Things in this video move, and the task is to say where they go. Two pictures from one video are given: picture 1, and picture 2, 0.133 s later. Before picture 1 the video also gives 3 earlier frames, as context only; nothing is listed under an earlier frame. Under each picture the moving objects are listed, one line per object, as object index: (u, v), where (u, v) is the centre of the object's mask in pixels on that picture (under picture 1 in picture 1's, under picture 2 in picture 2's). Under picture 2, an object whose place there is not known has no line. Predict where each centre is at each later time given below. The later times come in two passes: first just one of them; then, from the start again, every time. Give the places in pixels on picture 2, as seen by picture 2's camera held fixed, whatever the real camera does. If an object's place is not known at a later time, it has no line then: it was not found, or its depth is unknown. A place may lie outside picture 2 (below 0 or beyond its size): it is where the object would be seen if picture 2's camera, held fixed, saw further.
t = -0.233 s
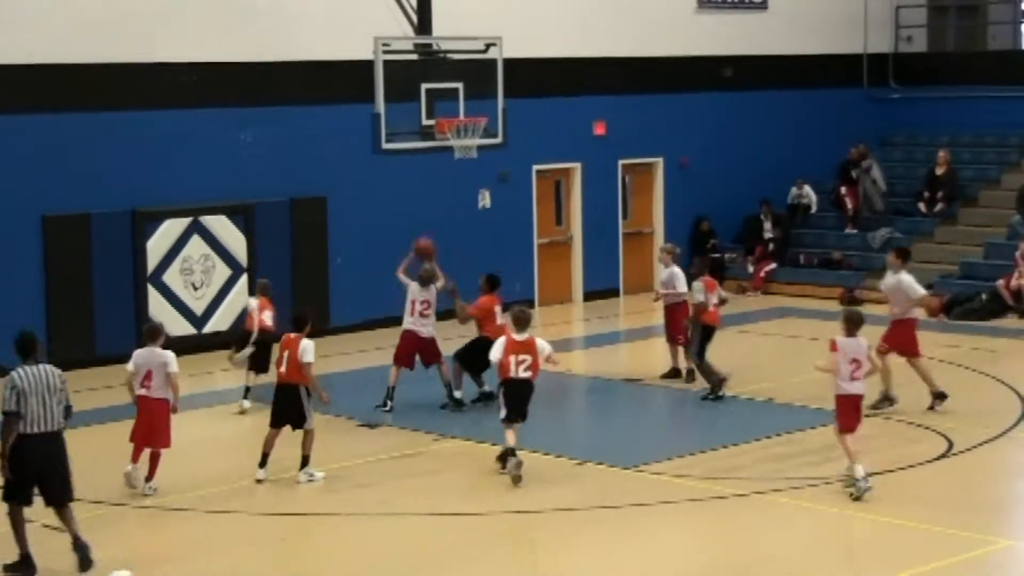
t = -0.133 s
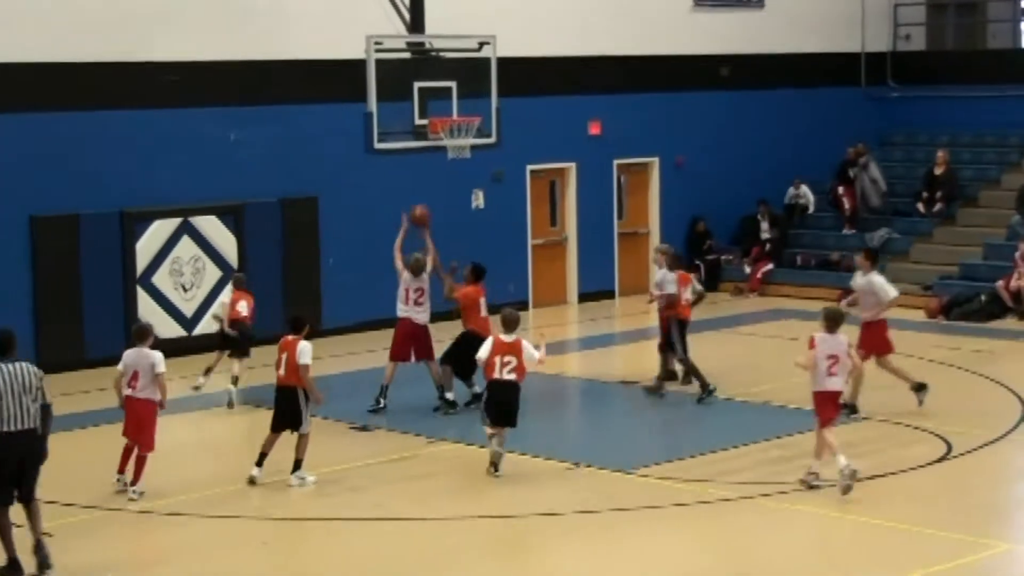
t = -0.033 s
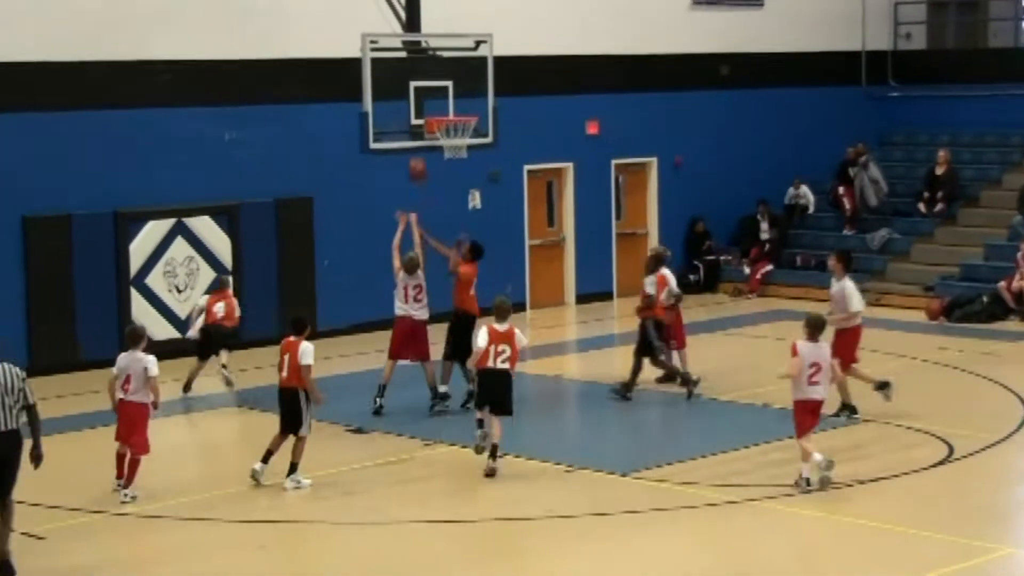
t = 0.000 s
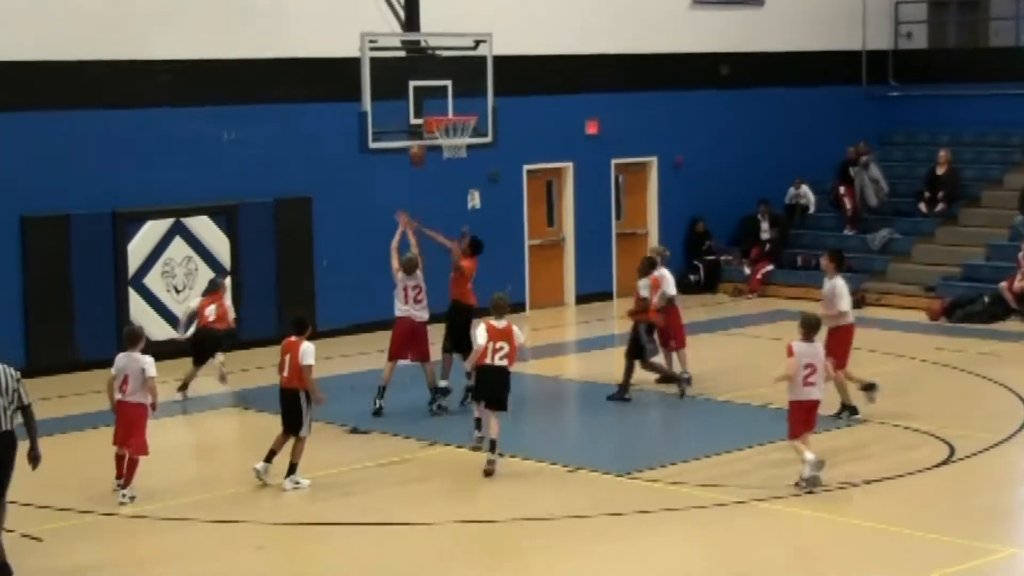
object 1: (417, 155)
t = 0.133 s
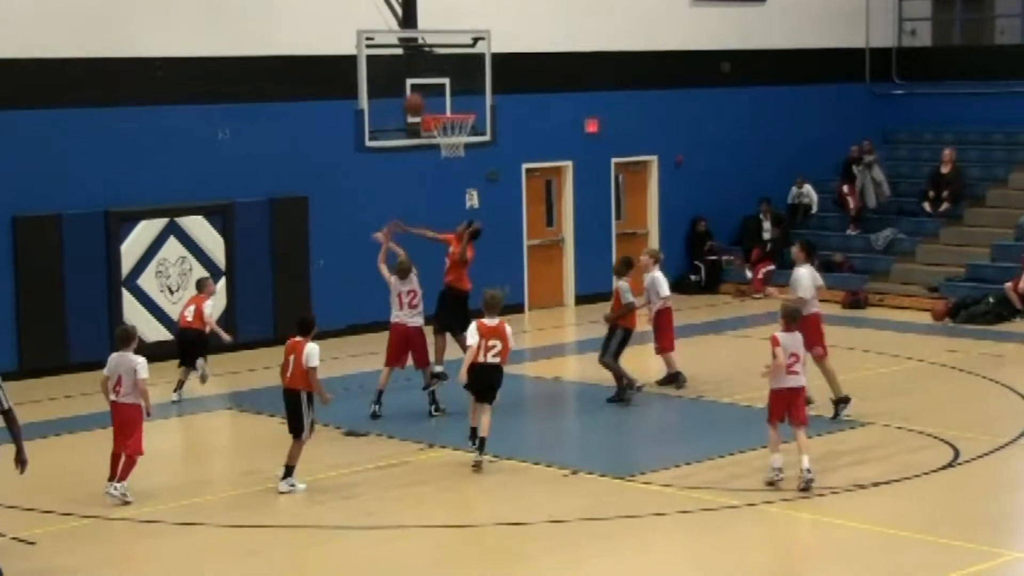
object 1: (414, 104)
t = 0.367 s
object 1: (418, 67)
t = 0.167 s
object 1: (414, 96)
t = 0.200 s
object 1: (414, 87)
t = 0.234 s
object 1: (413, 79)
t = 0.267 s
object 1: (413, 73)
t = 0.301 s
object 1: (413, 68)
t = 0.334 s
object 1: (416, 67)
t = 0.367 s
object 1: (418, 67)
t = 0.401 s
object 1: (421, 69)
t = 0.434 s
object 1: (424, 71)
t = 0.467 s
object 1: (427, 74)
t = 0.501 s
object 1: (430, 78)
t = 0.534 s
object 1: (433, 81)
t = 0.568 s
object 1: (436, 89)
